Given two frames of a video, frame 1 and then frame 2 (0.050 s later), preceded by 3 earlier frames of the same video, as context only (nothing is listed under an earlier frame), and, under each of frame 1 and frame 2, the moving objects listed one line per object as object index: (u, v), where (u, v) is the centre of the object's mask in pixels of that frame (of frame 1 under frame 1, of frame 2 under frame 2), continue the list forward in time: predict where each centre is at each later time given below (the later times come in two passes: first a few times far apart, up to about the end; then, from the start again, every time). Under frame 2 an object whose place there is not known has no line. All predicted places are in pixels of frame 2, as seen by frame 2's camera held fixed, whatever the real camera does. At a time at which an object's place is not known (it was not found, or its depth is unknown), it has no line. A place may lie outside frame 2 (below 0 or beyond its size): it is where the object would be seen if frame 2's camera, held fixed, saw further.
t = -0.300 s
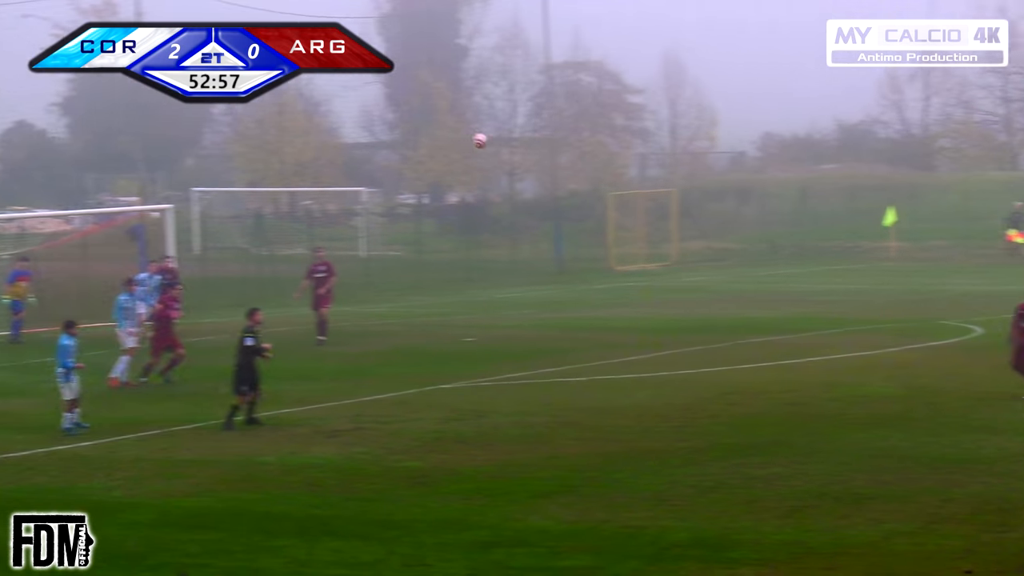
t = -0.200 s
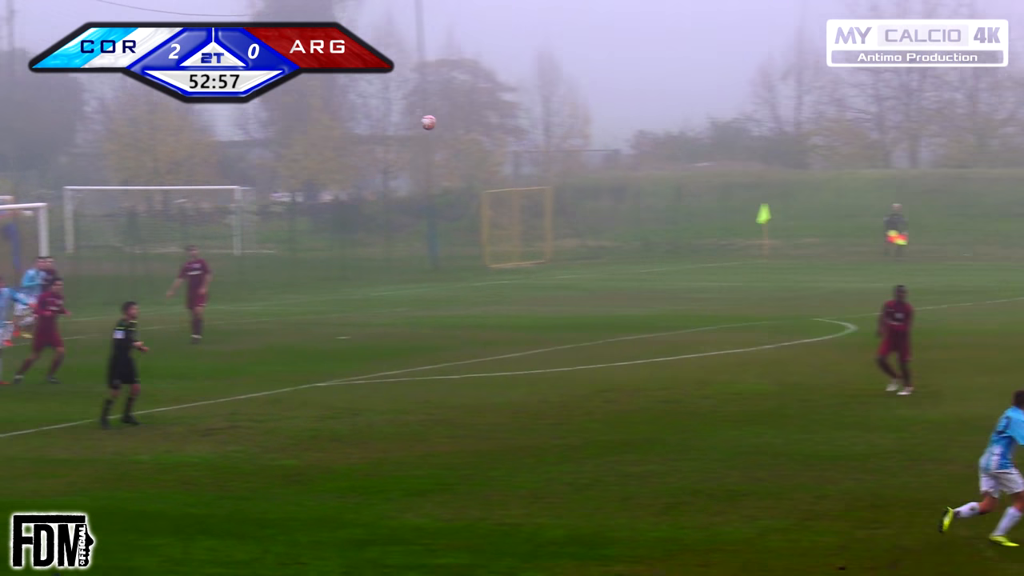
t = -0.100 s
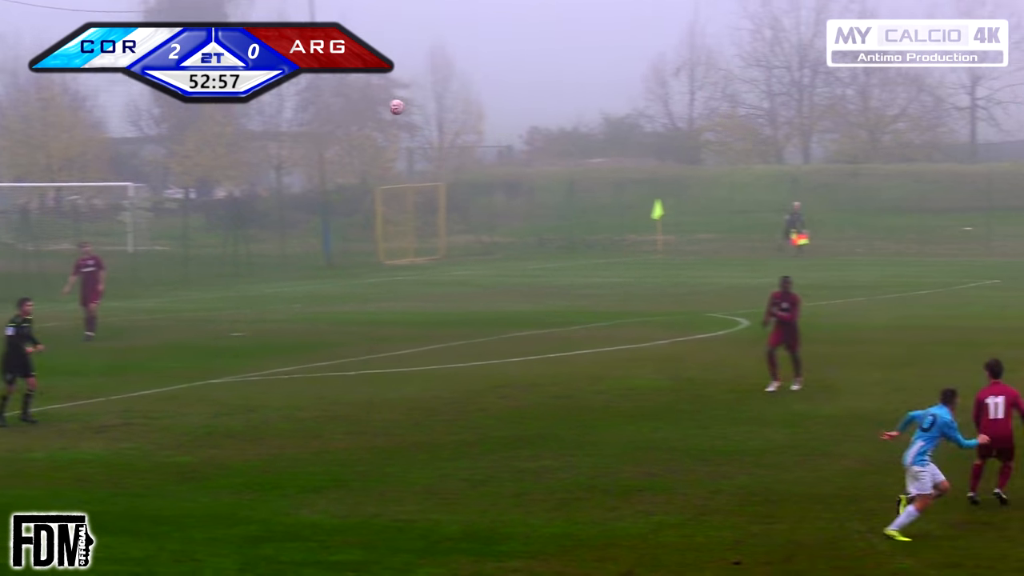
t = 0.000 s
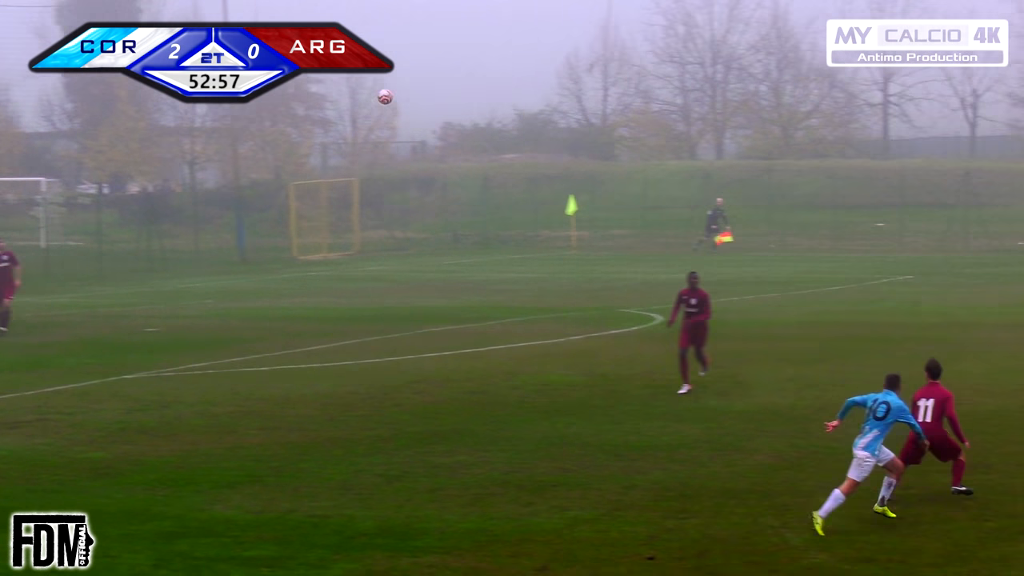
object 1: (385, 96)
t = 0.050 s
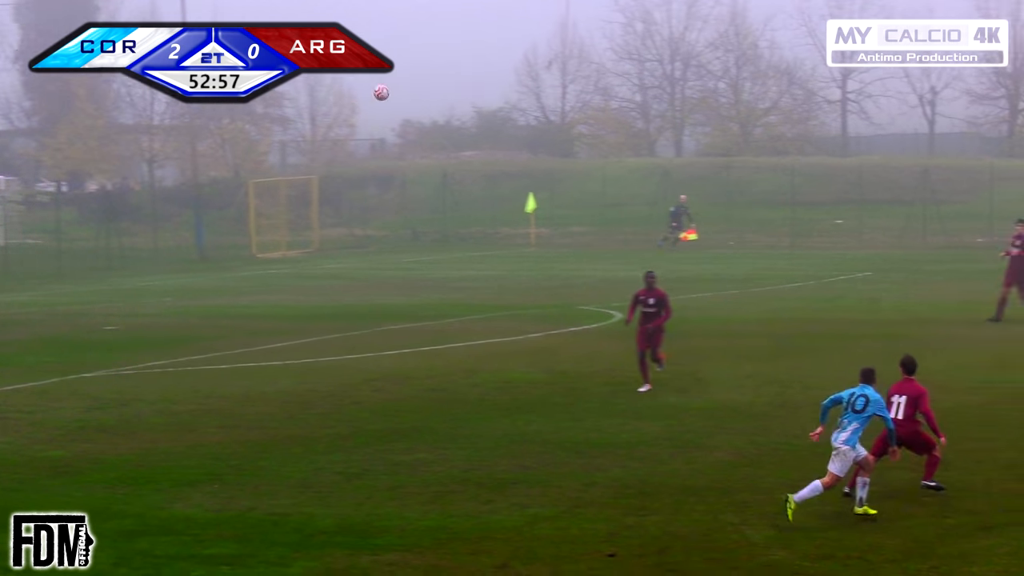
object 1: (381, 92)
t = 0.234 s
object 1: (518, 98)
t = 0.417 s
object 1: (658, 122)
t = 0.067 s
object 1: (393, 92)
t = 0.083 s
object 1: (405, 92)
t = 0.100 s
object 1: (418, 92)
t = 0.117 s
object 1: (430, 92)
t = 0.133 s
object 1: (443, 92)
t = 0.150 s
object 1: (455, 93)
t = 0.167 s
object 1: (468, 94)
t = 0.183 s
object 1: (480, 95)
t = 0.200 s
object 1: (493, 95)
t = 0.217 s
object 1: (505, 97)
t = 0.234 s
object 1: (518, 98)
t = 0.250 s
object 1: (530, 99)
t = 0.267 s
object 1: (543, 101)
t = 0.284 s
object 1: (555, 102)
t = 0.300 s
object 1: (568, 104)
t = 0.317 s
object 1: (581, 106)
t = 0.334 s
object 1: (593, 109)
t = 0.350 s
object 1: (606, 110)
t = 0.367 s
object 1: (619, 113)
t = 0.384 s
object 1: (631, 116)
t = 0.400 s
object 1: (645, 119)
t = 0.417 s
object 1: (658, 122)
